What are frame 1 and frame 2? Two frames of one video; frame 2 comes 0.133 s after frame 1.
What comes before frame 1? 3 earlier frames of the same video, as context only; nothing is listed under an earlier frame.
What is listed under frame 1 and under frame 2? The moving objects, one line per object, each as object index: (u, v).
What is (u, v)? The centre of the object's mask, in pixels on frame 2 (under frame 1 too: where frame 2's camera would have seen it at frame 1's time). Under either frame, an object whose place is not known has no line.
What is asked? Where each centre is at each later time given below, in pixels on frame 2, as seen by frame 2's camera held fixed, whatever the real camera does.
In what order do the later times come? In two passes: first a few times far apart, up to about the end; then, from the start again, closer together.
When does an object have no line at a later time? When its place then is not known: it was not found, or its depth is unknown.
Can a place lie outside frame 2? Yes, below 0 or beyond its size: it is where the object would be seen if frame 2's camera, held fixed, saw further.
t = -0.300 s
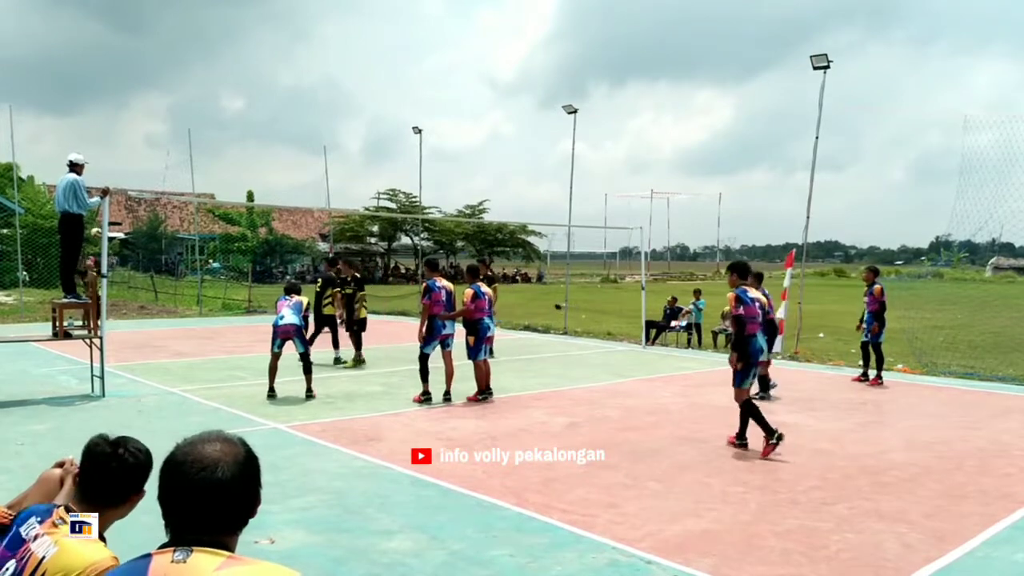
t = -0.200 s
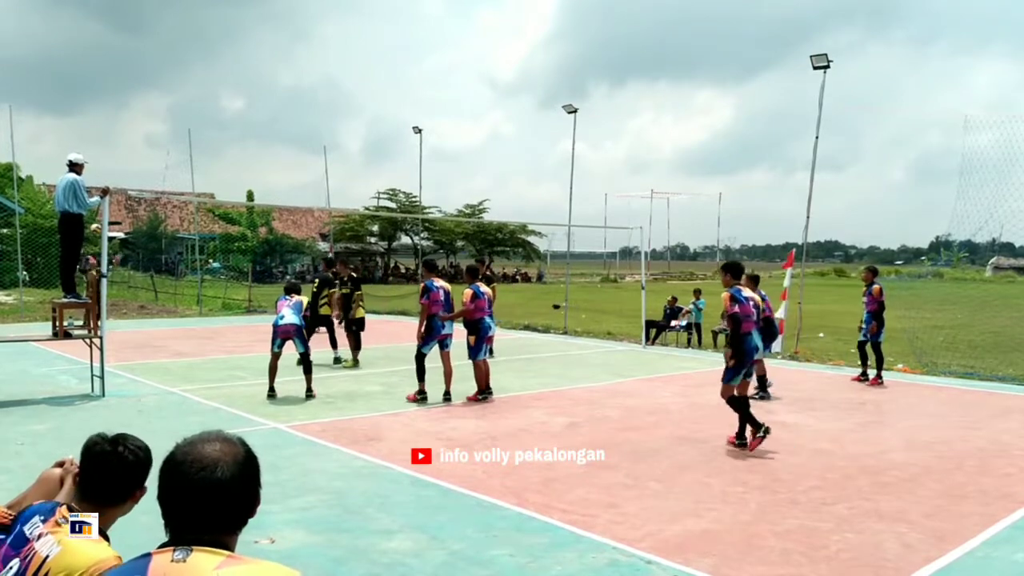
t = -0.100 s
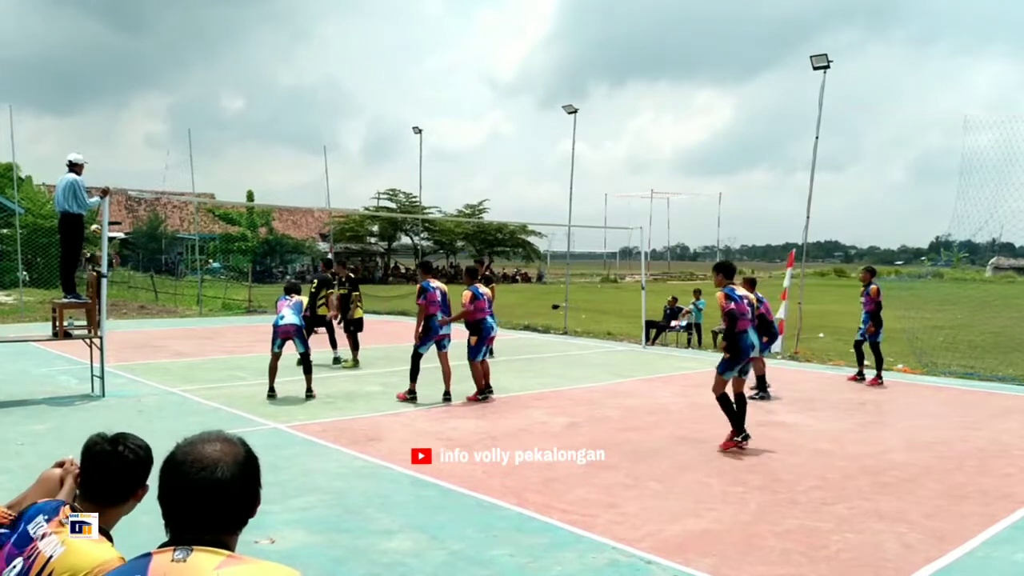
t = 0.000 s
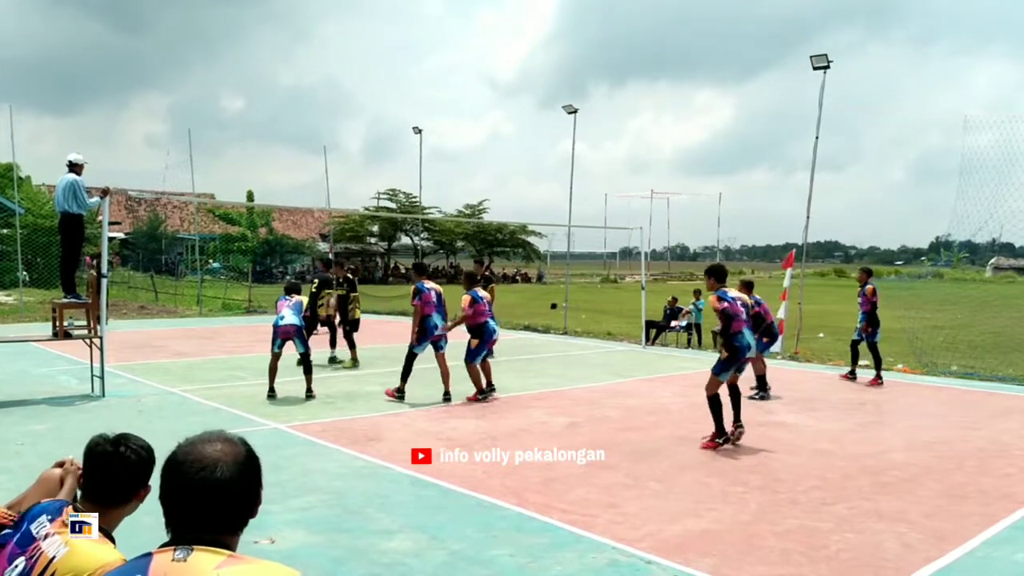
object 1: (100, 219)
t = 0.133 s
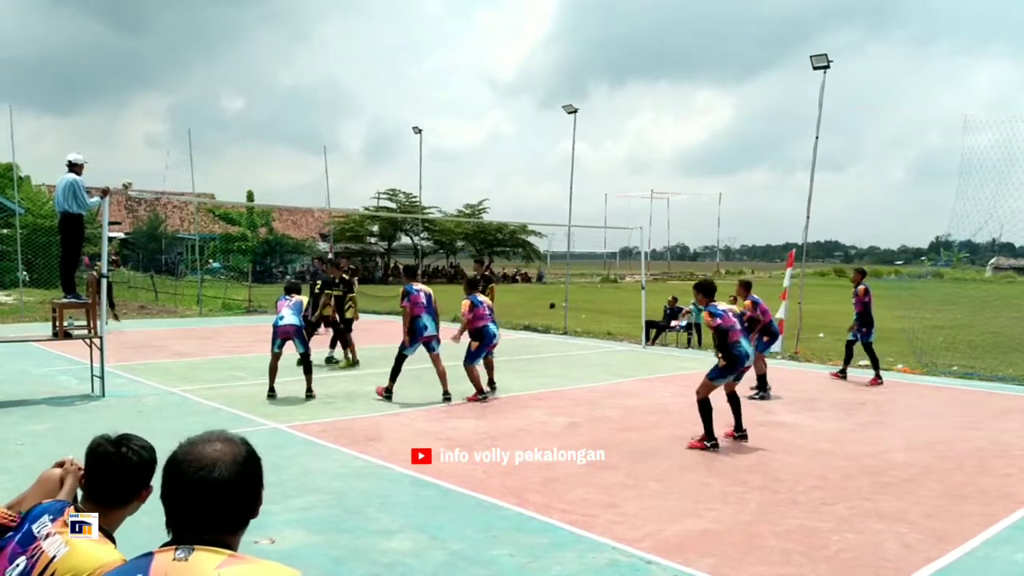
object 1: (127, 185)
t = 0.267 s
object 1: (155, 154)
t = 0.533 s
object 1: (217, 106)
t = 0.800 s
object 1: (296, 92)
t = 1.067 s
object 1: (391, 122)
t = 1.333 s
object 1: (507, 219)
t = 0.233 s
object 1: (147, 161)
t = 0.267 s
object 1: (155, 154)
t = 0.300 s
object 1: (162, 147)
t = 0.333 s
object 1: (169, 140)
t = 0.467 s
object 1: (200, 115)
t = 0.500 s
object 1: (209, 110)
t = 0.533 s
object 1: (217, 106)
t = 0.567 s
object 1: (226, 102)
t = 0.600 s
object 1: (236, 99)
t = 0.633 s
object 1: (246, 96)
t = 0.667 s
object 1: (256, 95)
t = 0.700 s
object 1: (265, 93)
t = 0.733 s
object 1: (276, 92)
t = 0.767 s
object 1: (286, 92)
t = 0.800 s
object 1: (296, 92)
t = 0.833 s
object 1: (307, 93)
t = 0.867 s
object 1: (318, 95)
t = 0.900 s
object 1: (329, 97)
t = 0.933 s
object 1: (340, 100)
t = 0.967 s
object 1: (352, 104)
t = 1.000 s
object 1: (365, 110)
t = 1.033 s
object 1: (377, 115)
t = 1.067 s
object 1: (391, 122)
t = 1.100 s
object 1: (404, 130)
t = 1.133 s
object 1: (418, 137)
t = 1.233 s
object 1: (461, 173)
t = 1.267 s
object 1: (476, 186)
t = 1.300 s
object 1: (492, 202)
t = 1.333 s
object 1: (507, 219)
